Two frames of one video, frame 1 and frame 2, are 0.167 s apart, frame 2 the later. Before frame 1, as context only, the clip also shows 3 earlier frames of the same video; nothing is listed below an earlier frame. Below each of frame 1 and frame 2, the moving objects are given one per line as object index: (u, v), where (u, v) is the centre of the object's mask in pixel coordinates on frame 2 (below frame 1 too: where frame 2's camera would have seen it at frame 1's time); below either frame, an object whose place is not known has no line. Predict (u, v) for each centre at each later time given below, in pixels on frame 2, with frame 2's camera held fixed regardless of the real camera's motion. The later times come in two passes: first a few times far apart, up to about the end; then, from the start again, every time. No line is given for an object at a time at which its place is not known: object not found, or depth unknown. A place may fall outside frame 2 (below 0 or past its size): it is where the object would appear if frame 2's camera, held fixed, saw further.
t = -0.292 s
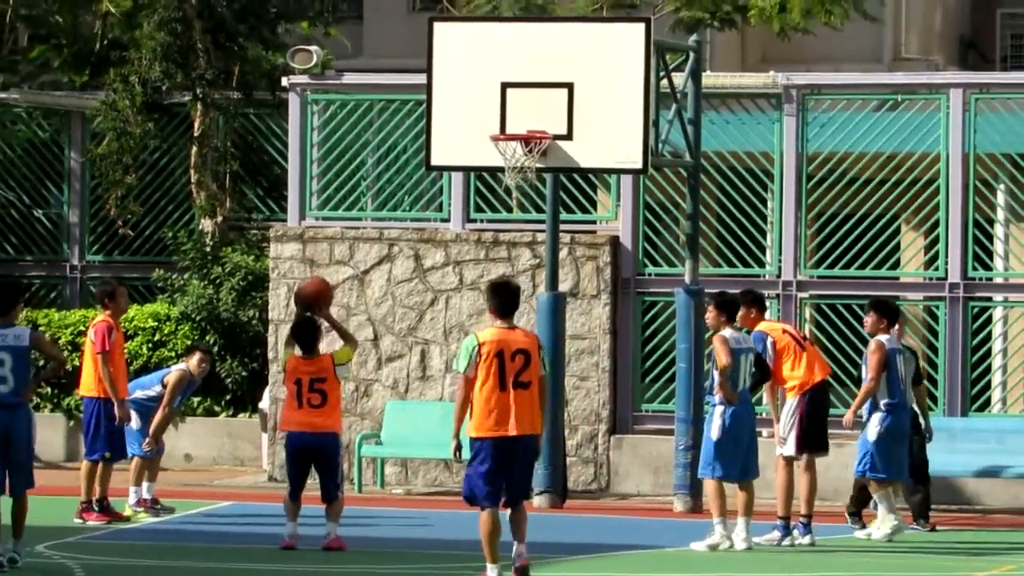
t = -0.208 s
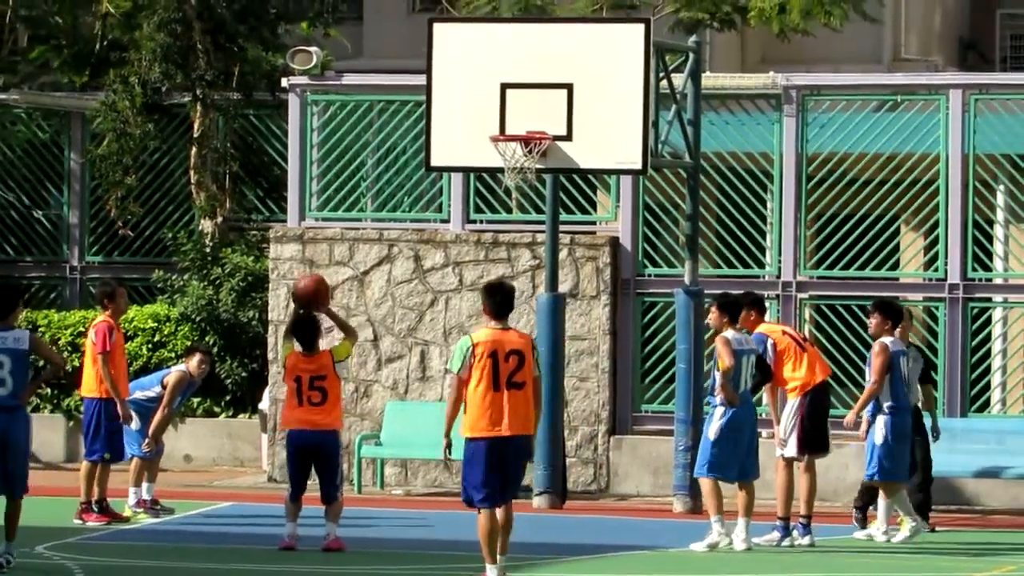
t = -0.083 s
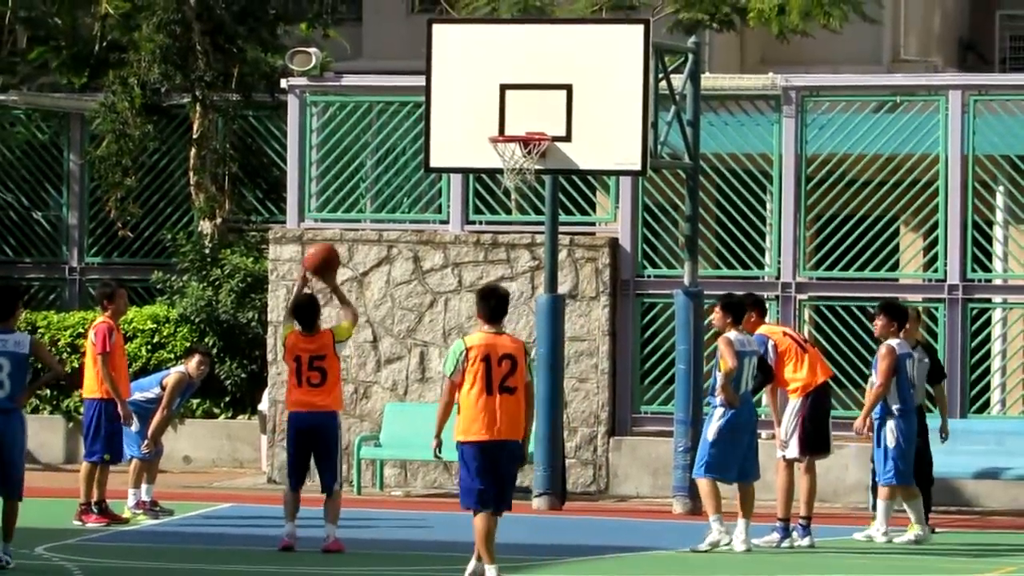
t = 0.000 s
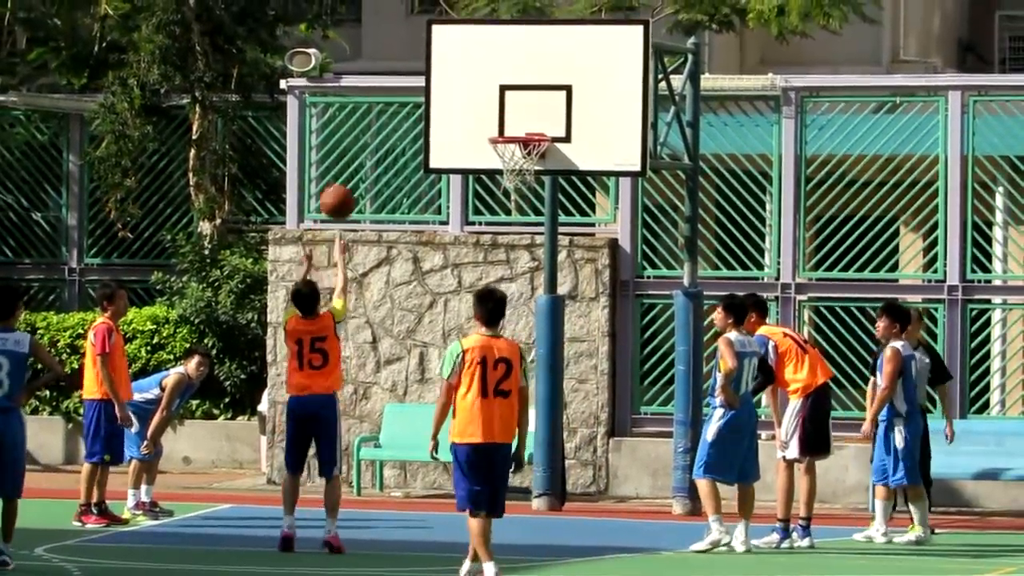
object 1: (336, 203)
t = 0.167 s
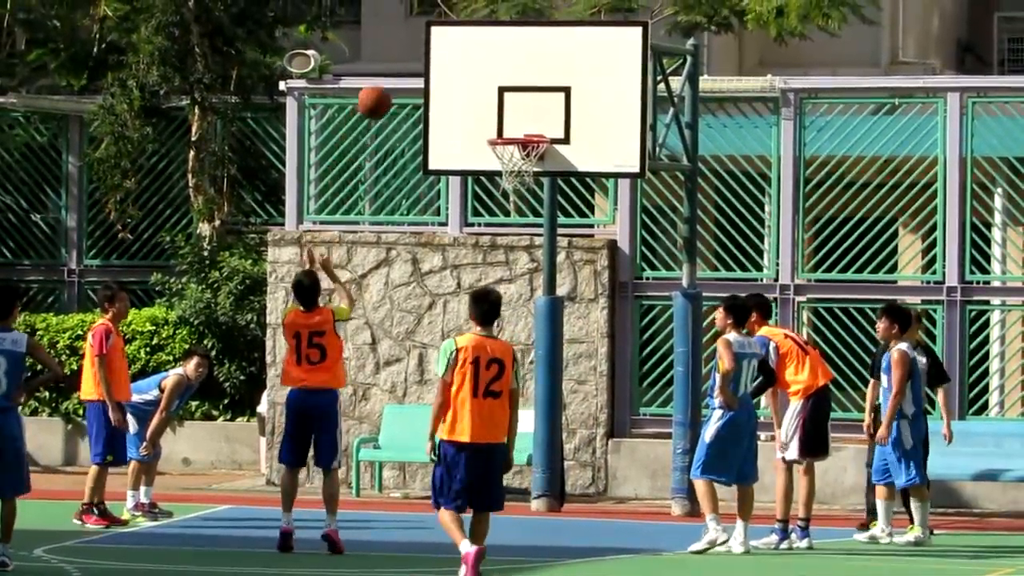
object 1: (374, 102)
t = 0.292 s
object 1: (400, 54)
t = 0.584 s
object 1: (457, 26)
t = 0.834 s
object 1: (502, 90)
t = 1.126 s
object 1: (519, 206)
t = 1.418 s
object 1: (512, 385)
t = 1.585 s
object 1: (509, 499)
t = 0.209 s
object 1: (383, 84)
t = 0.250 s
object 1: (392, 67)
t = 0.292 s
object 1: (400, 54)
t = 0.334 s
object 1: (408, 42)
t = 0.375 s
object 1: (417, 33)
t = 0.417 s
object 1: (425, 27)
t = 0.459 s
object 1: (433, 23)
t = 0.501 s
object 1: (441, 22)
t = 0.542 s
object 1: (449, 22)
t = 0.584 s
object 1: (457, 26)
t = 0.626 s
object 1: (465, 31)
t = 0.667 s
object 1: (473, 38)
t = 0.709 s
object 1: (480, 48)
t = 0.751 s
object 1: (487, 60)
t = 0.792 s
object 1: (495, 74)
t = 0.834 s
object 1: (502, 90)
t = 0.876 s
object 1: (509, 107)
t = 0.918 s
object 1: (516, 127)
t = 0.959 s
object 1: (521, 148)
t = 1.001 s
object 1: (526, 159)
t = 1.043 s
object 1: (522, 177)
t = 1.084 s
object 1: (520, 189)
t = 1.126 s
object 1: (519, 206)
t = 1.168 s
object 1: (518, 225)
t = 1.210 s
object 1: (517, 246)
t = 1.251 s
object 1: (516, 269)
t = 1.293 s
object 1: (515, 295)
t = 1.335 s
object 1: (515, 323)
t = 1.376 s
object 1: (514, 354)
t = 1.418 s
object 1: (512, 385)
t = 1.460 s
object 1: (511, 422)
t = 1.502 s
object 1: (511, 459)
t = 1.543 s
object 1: (510, 498)
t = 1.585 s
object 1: (509, 499)
